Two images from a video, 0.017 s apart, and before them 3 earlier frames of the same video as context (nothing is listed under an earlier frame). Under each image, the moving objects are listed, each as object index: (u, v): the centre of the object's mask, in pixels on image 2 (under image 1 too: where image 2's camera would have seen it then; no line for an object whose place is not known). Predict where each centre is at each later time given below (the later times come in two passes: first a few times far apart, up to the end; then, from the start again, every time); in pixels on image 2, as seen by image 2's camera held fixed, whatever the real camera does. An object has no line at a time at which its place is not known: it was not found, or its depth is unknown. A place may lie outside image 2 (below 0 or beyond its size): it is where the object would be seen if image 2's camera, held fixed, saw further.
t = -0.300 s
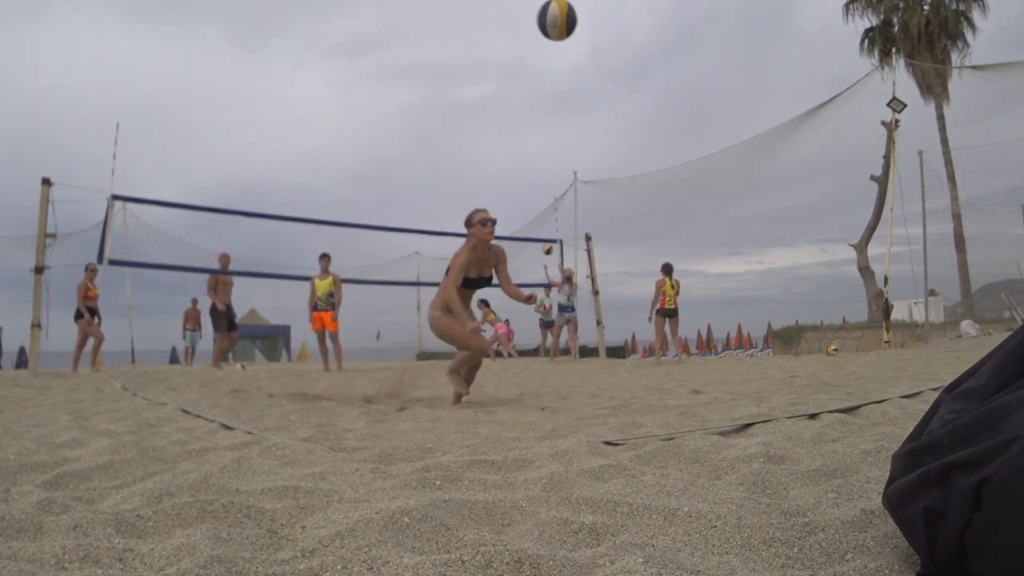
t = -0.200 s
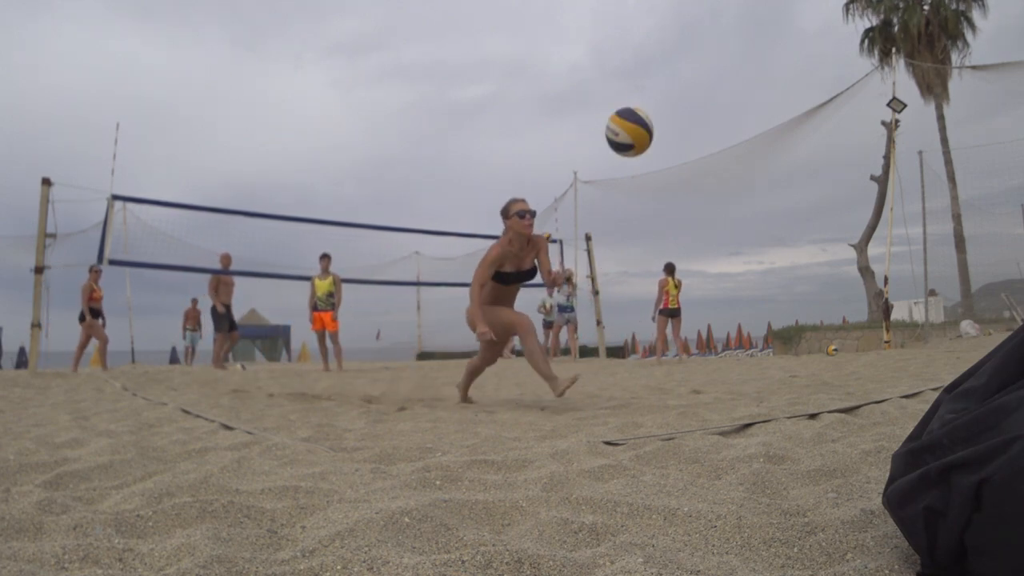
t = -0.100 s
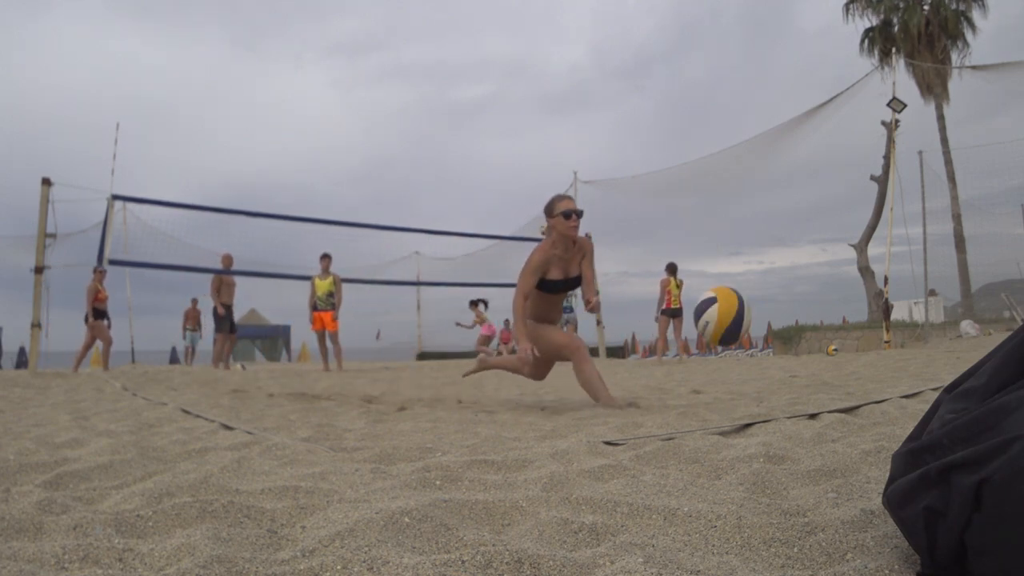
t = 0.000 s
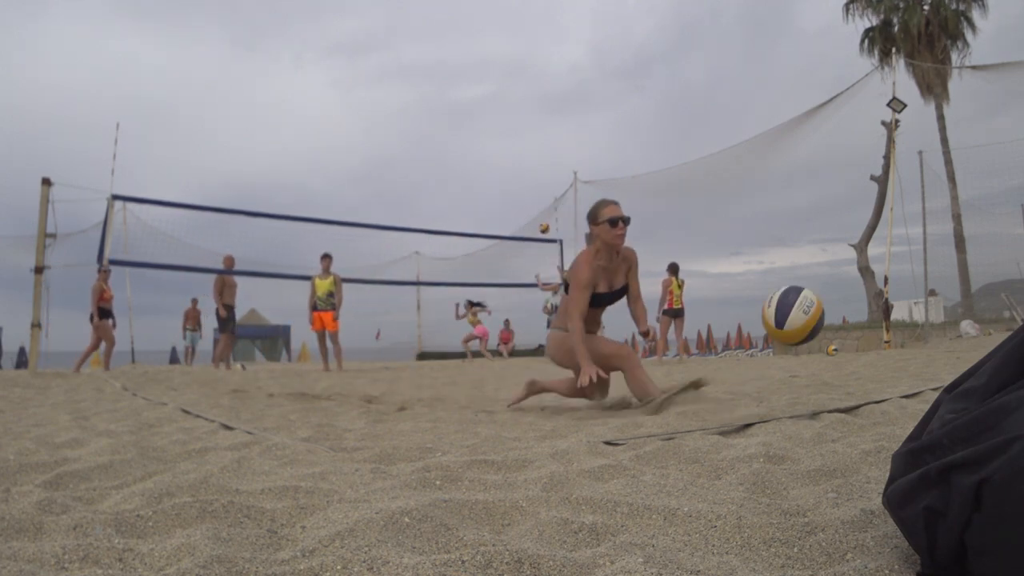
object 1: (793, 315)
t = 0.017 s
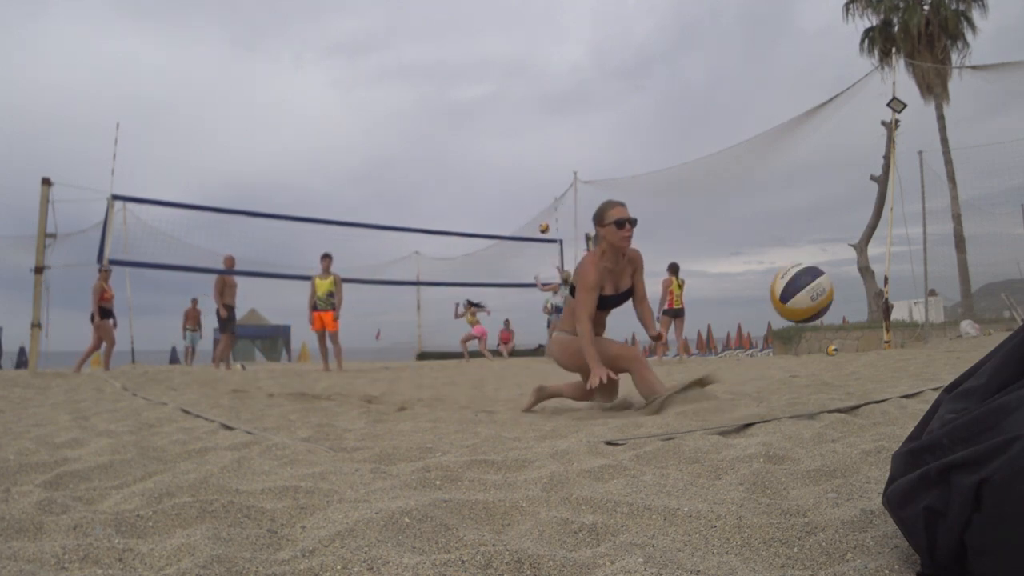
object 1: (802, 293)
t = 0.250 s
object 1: (921, 44)
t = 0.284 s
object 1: (939, 24)
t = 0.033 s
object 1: (810, 271)
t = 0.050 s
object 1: (818, 249)
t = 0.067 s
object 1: (827, 229)
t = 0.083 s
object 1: (835, 209)
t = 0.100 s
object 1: (844, 189)
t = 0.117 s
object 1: (851, 170)
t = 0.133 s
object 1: (860, 152)
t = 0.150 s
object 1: (869, 135)
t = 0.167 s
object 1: (877, 118)
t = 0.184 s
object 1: (886, 102)
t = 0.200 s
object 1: (894, 86)
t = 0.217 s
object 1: (902, 71)
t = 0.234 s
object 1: (912, 57)
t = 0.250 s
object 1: (921, 44)
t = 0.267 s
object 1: (930, 32)
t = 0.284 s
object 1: (939, 24)
